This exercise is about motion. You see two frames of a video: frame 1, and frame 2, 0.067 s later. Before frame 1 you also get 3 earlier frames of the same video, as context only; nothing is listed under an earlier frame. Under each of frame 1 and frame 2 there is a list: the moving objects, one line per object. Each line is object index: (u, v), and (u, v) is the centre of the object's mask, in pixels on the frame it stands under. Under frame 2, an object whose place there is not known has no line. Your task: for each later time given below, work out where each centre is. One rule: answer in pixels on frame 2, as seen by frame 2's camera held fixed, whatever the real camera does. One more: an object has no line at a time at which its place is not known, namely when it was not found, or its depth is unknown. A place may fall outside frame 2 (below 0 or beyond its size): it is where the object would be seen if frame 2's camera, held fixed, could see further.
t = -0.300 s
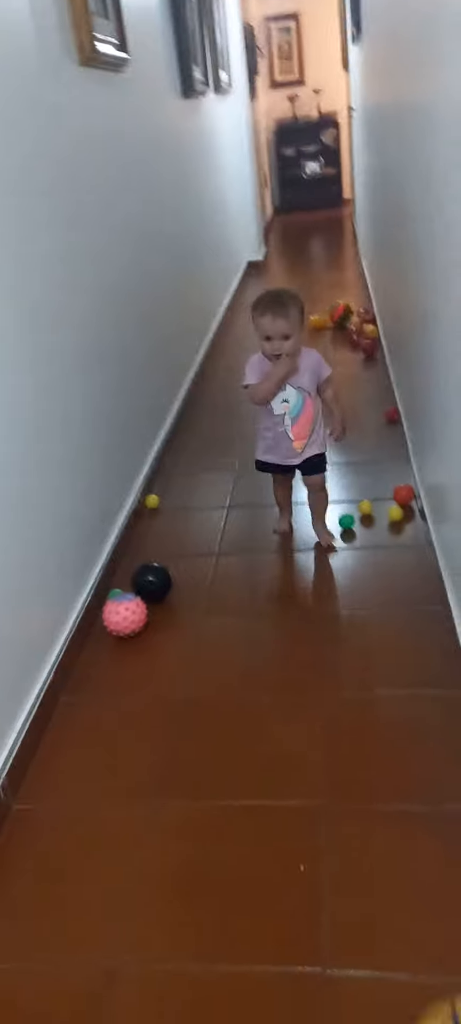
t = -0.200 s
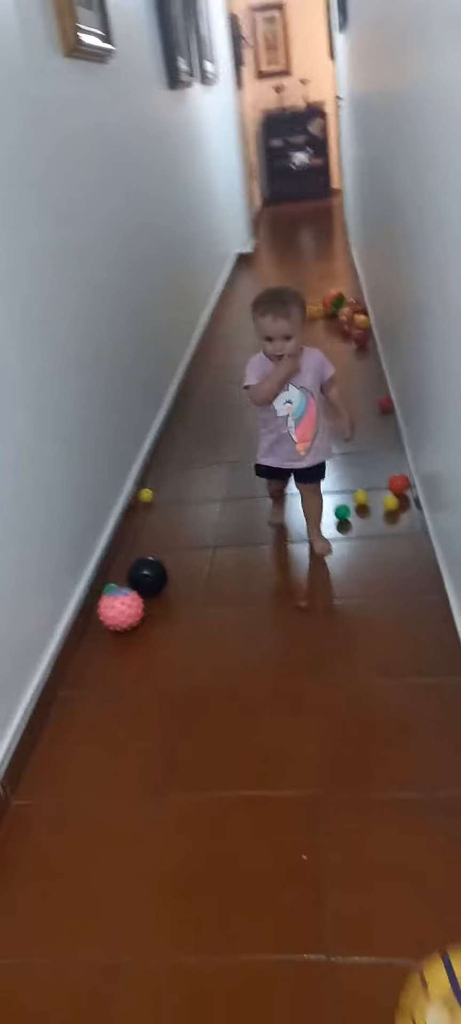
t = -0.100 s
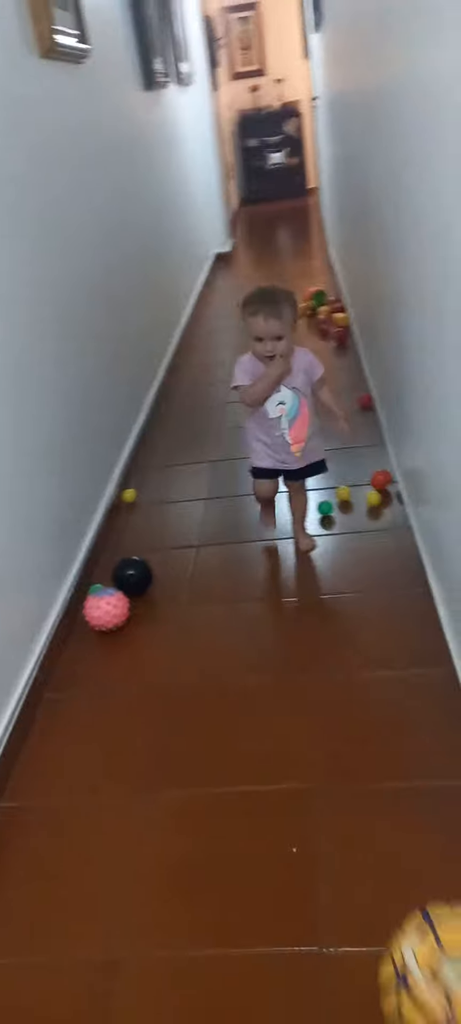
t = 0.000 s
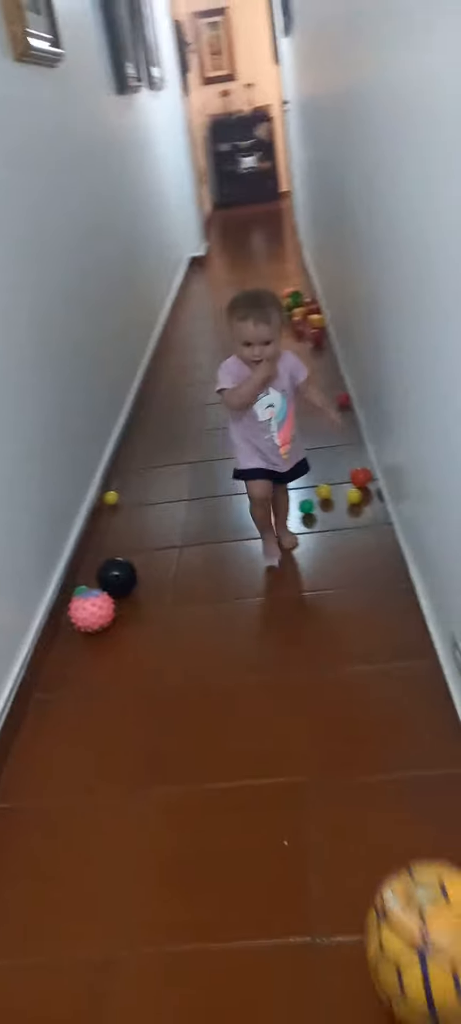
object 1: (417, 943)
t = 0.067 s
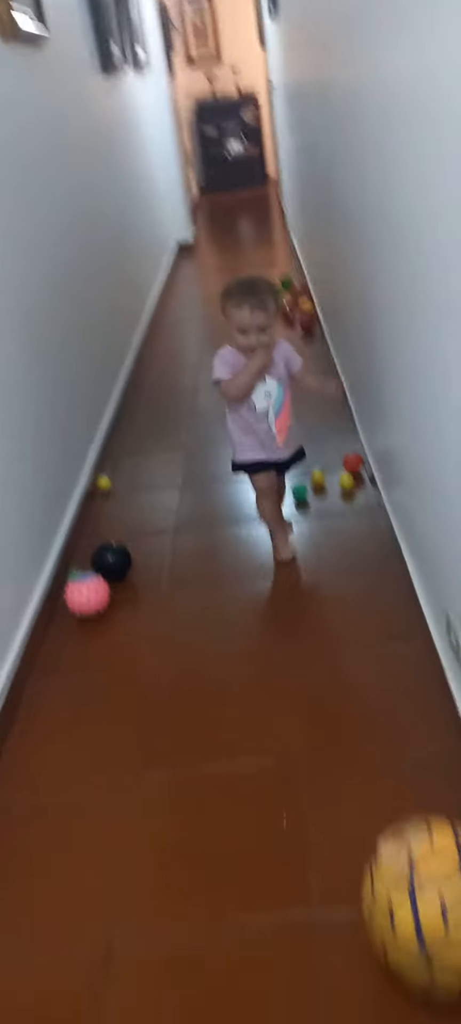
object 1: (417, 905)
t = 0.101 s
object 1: (417, 893)
